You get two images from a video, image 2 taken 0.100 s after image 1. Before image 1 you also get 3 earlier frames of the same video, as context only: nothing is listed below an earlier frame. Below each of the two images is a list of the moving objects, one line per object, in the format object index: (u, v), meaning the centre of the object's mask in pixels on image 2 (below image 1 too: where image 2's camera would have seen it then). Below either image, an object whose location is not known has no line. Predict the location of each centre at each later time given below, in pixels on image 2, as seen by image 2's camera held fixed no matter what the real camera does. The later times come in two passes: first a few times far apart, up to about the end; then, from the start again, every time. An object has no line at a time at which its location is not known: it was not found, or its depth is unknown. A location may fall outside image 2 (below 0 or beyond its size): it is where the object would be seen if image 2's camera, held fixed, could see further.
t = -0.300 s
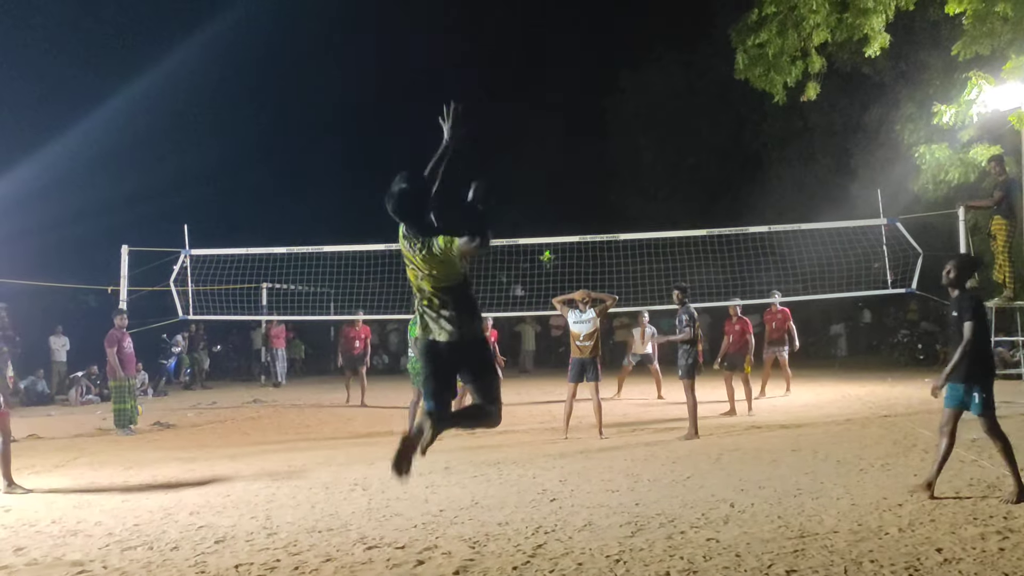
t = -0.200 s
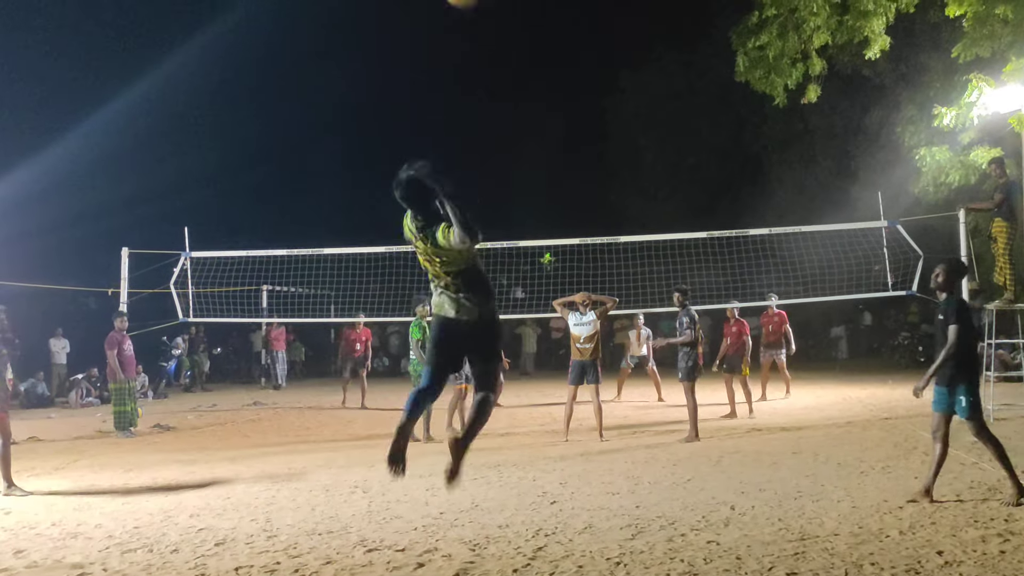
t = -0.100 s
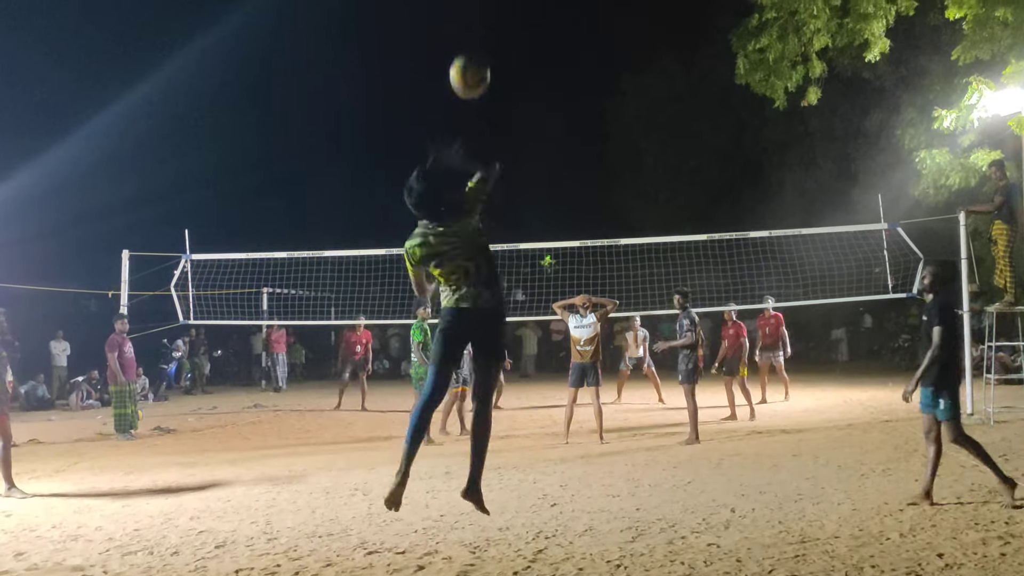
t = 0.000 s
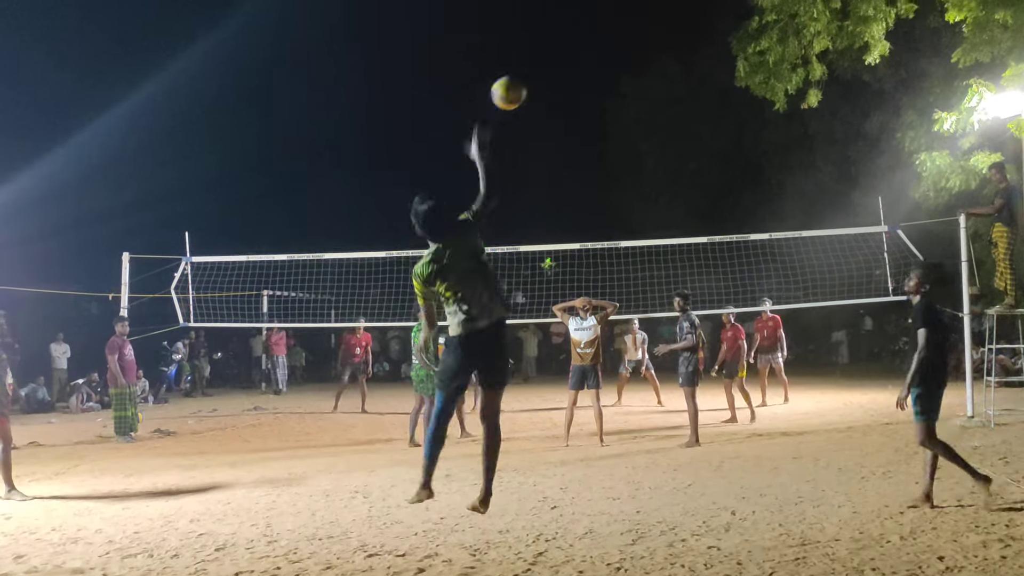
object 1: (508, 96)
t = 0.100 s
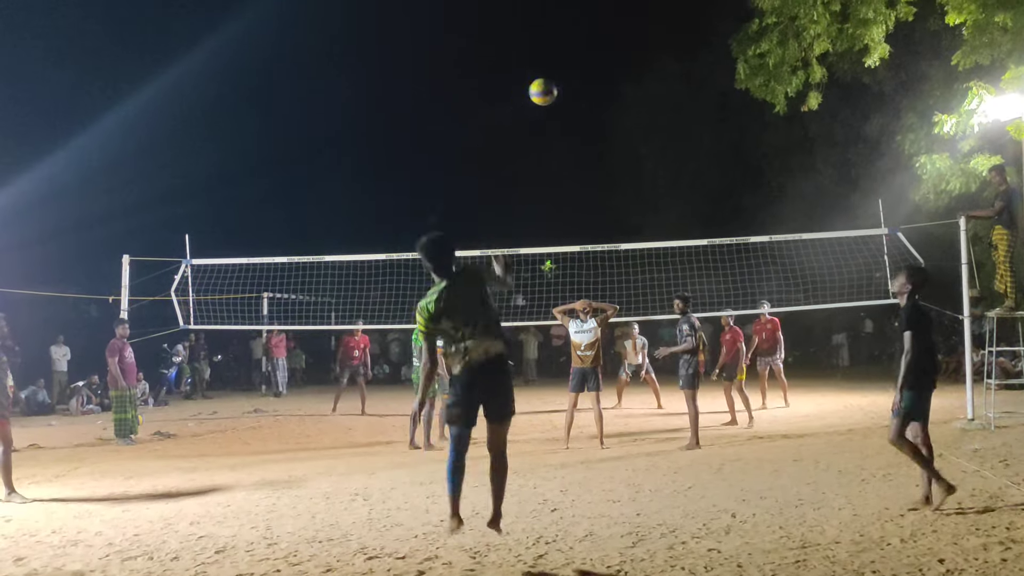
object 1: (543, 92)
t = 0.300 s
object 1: (577, 130)
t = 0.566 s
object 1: (596, 215)
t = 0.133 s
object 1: (551, 96)
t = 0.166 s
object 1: (558, 101)
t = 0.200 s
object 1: (563, 106)
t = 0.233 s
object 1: (568, 114)
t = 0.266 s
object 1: (572, 121)
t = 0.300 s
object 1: (577, 130)
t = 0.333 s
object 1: (580, 139)
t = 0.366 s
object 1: (583, 149)
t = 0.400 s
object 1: (586, 159)
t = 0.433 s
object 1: (588, 169)
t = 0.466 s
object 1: (591, 180)
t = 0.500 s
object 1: (593, 192)
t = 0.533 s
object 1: (594, 203)
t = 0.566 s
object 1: (596, 215)
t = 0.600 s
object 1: (597, 226)
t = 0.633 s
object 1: (599, 238)
